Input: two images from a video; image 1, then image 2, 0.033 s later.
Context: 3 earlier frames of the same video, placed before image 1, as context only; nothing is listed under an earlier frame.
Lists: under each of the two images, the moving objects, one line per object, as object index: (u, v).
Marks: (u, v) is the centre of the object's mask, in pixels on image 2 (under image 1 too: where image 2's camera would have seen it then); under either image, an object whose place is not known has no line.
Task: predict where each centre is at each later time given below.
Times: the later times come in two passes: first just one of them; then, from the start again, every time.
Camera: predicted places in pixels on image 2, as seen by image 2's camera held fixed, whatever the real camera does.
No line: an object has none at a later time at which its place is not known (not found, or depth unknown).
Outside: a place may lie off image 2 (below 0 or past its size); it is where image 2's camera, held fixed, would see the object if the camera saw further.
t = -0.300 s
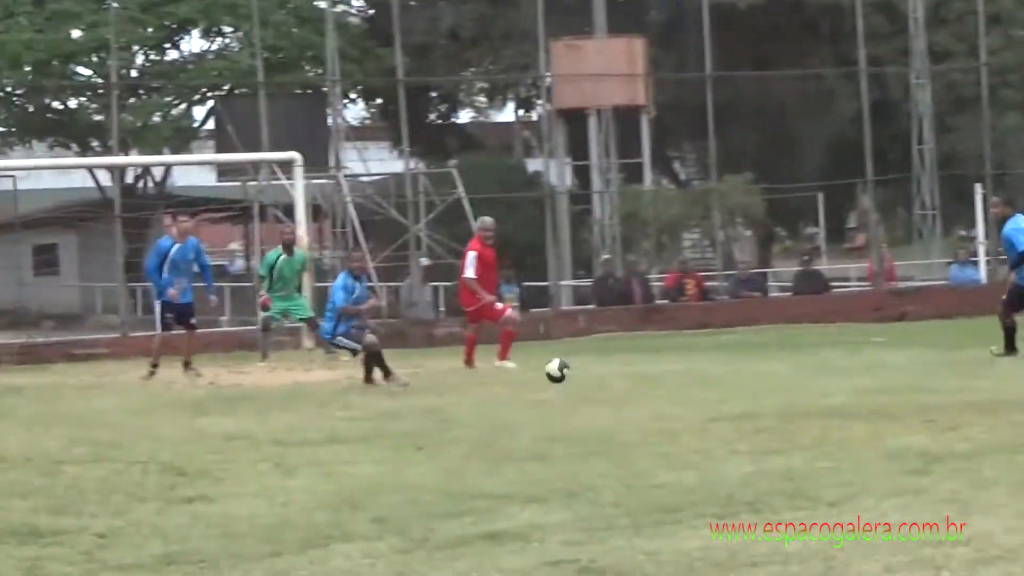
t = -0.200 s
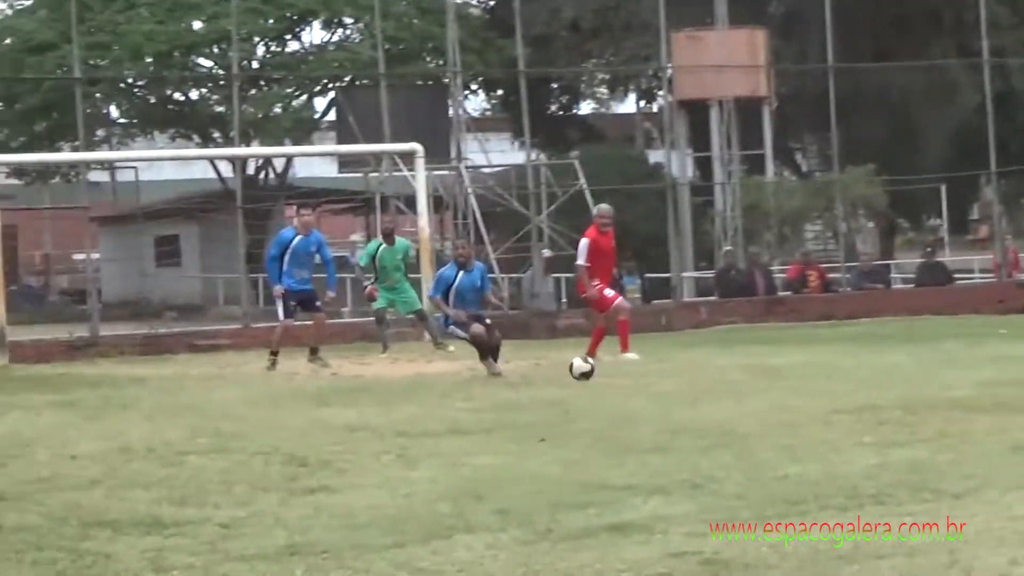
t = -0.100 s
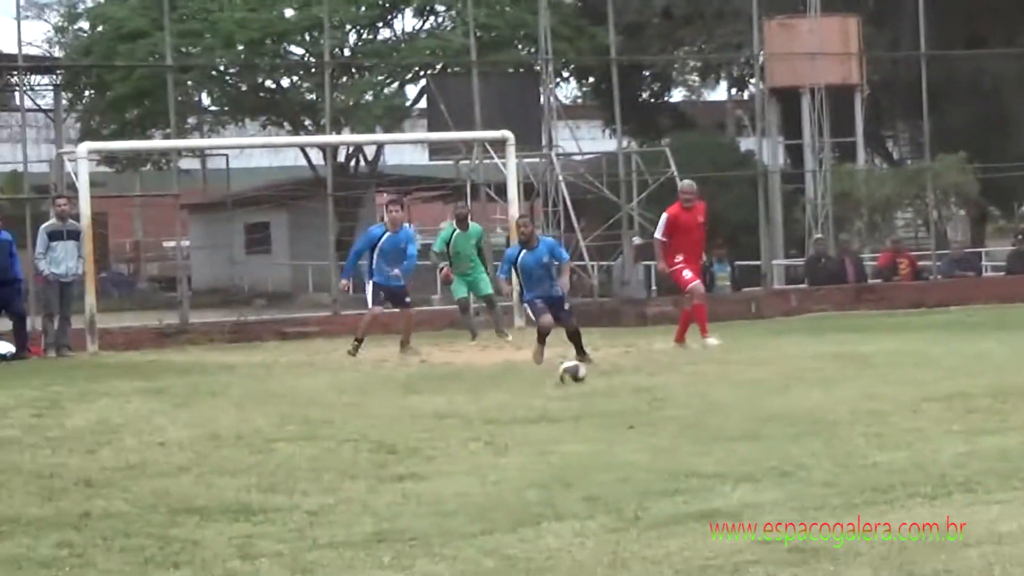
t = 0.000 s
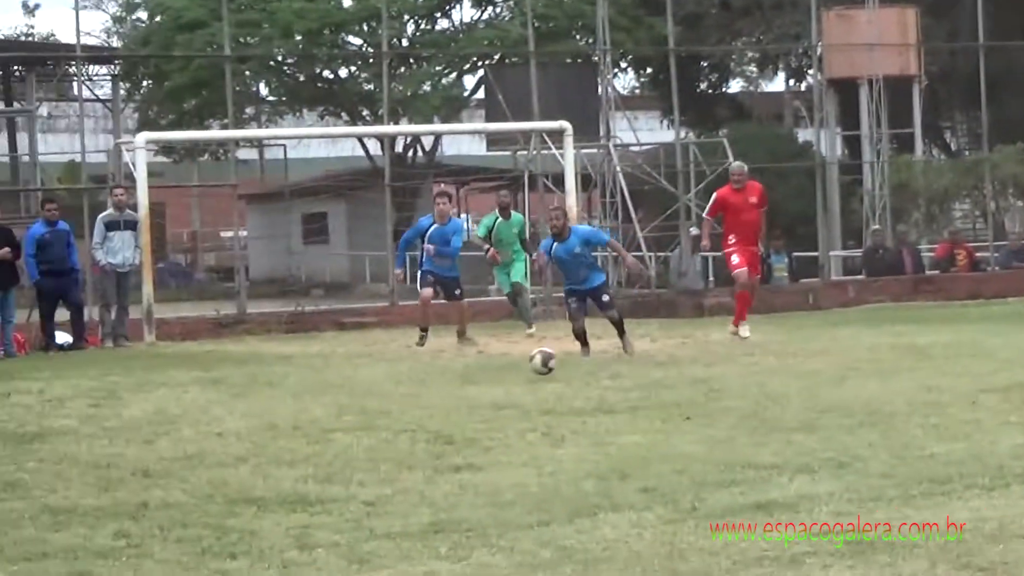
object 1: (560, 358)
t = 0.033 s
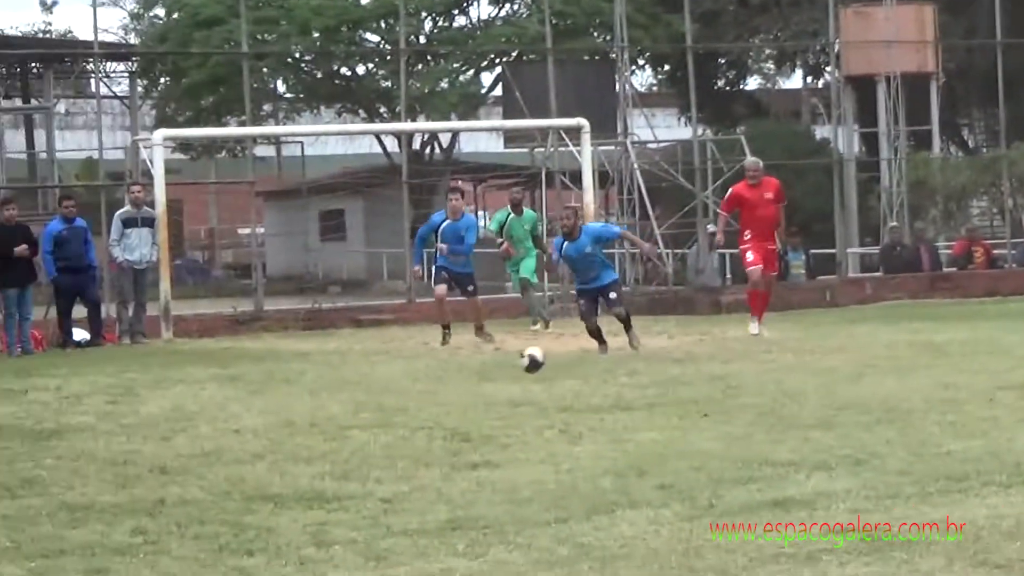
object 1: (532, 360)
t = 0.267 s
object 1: (341, 371)
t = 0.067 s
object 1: (503, 363)
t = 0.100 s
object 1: (474, 368)
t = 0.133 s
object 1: (446, 373)
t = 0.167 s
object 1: (417, 378)
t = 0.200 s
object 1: (392, 376)
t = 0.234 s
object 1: (367, 372)
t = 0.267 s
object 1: (341, 371)
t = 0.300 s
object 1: (315, 371)
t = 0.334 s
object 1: (290, 373)
